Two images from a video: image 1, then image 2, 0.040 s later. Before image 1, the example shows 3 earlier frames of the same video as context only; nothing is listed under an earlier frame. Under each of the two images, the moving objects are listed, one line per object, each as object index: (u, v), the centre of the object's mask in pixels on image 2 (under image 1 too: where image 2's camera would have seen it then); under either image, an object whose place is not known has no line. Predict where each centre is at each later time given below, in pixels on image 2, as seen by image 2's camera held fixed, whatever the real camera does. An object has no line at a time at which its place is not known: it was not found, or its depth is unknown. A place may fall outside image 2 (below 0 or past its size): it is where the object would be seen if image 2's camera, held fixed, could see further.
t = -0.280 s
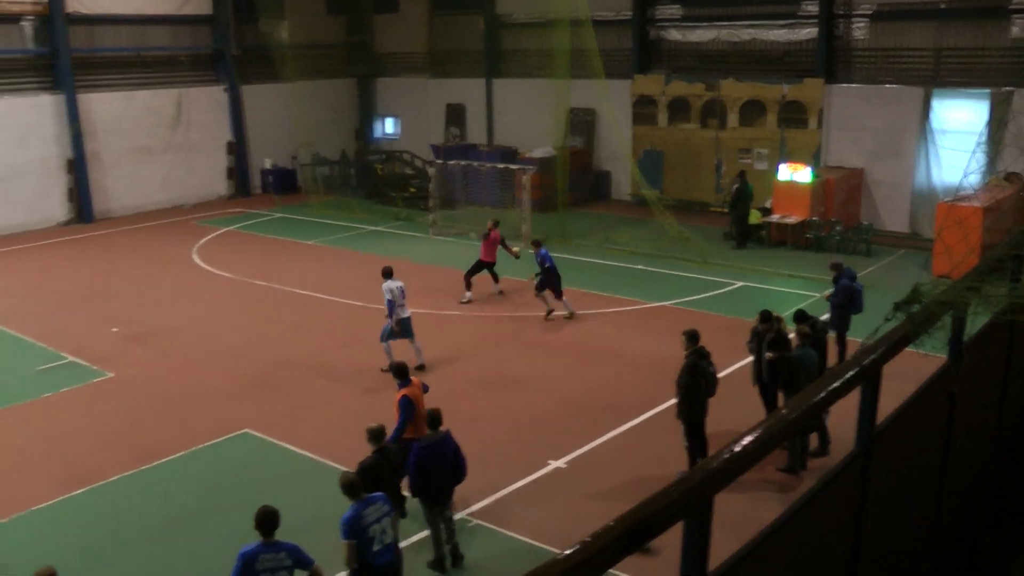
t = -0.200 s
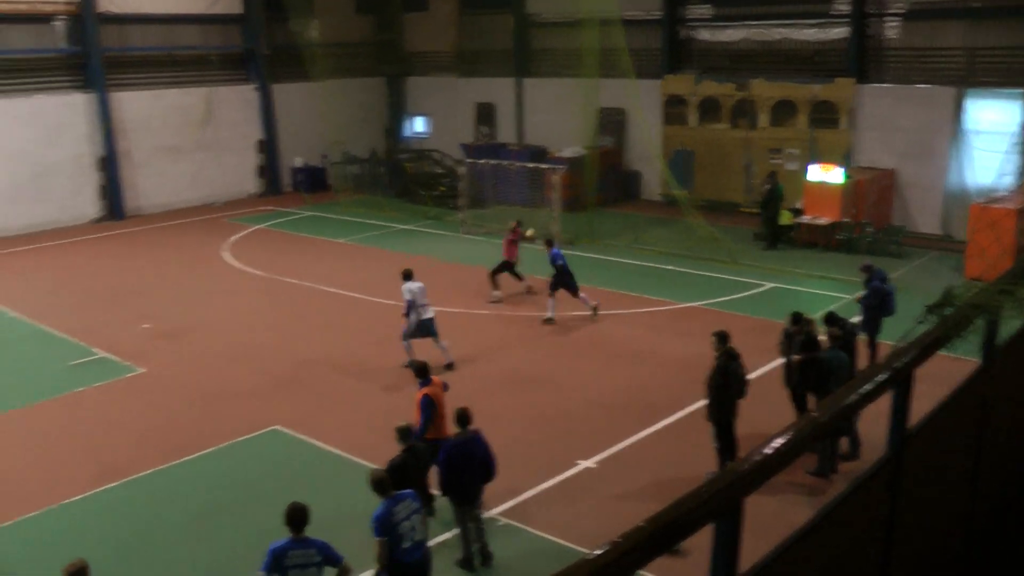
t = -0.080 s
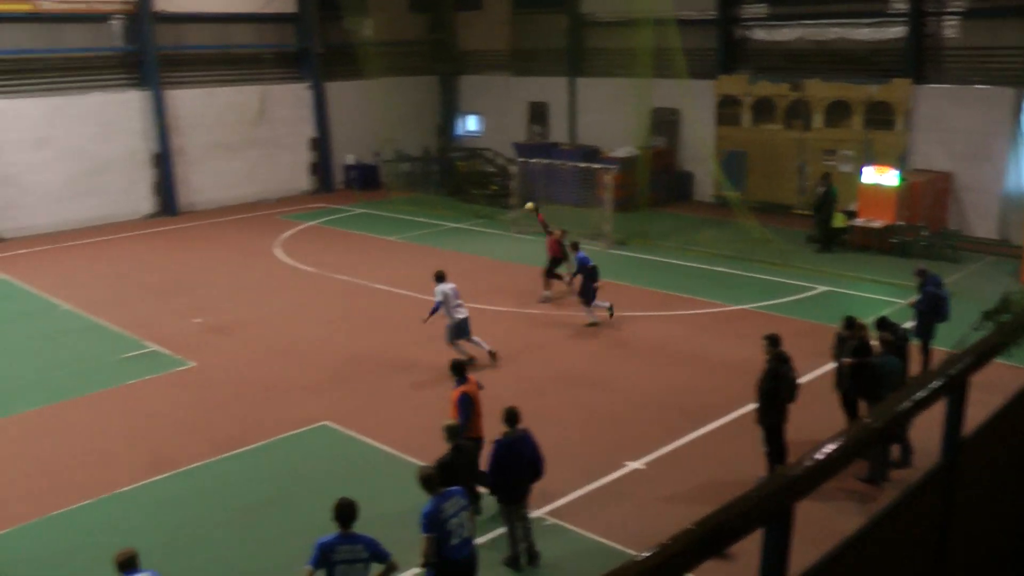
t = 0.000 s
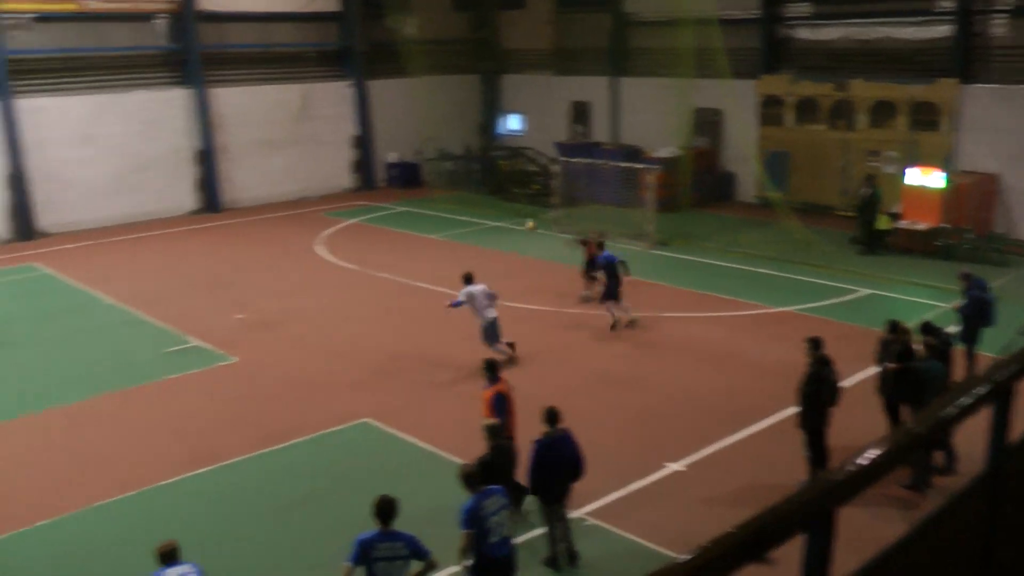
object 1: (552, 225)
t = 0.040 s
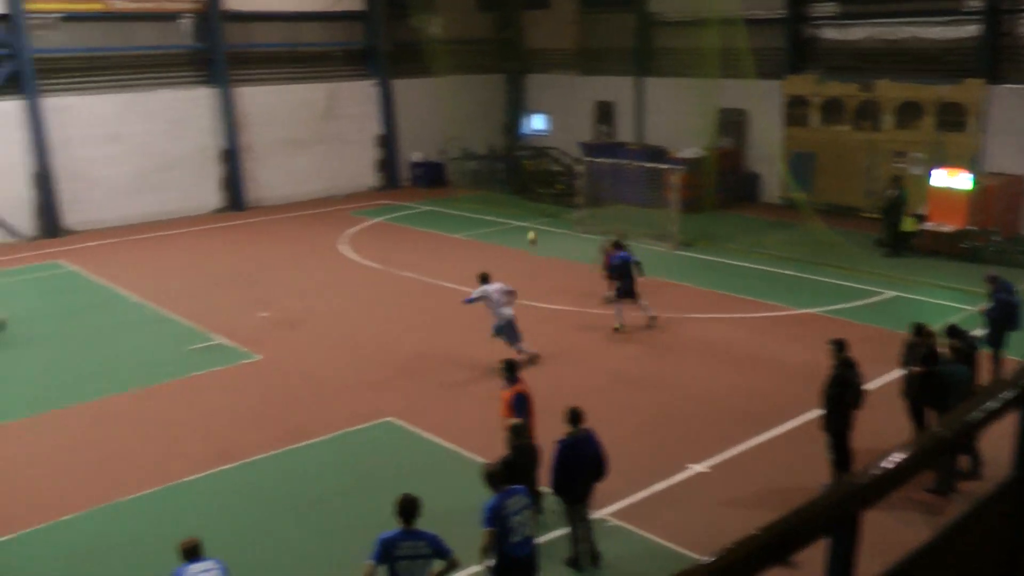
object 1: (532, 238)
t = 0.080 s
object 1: (511, 252)
